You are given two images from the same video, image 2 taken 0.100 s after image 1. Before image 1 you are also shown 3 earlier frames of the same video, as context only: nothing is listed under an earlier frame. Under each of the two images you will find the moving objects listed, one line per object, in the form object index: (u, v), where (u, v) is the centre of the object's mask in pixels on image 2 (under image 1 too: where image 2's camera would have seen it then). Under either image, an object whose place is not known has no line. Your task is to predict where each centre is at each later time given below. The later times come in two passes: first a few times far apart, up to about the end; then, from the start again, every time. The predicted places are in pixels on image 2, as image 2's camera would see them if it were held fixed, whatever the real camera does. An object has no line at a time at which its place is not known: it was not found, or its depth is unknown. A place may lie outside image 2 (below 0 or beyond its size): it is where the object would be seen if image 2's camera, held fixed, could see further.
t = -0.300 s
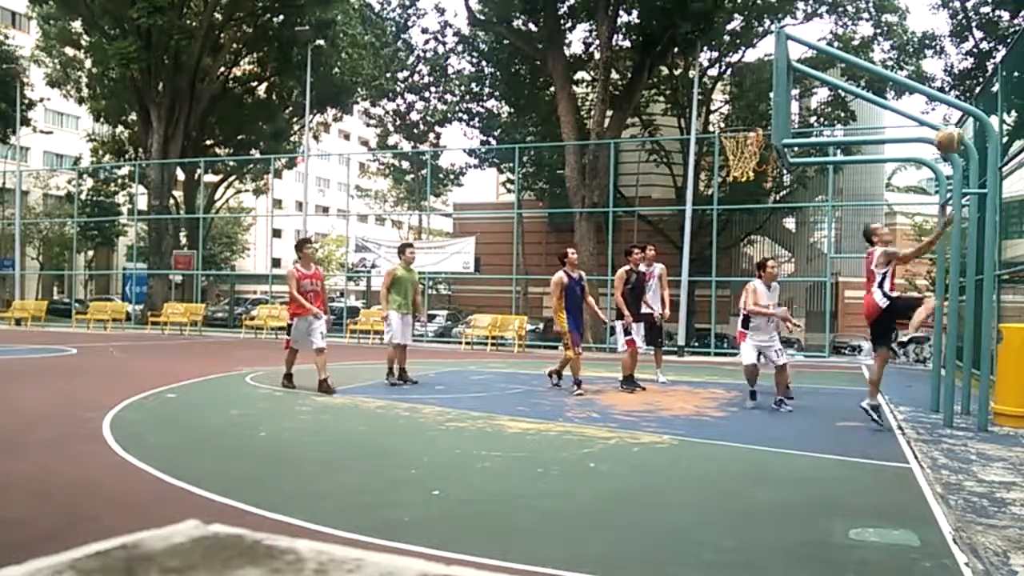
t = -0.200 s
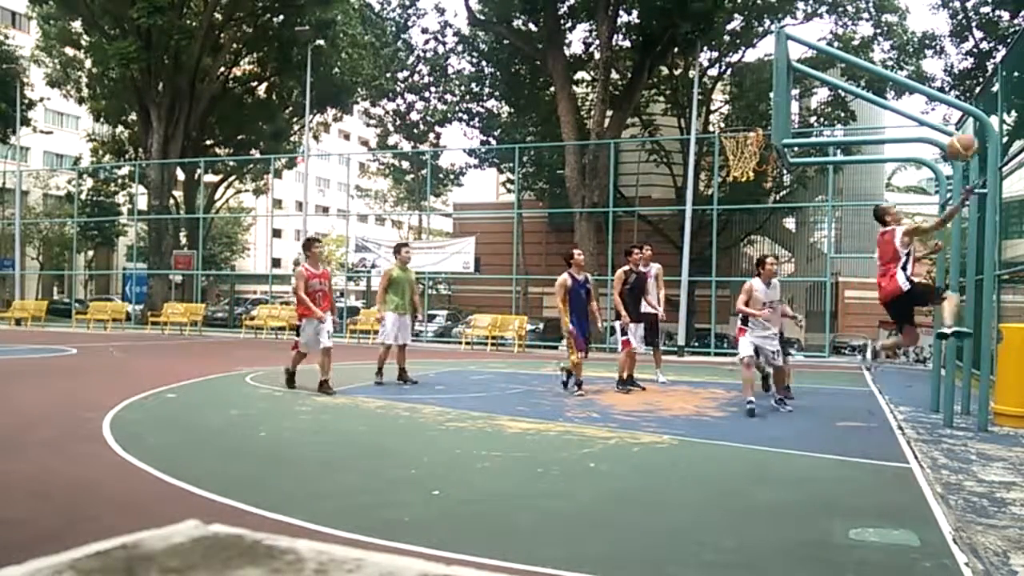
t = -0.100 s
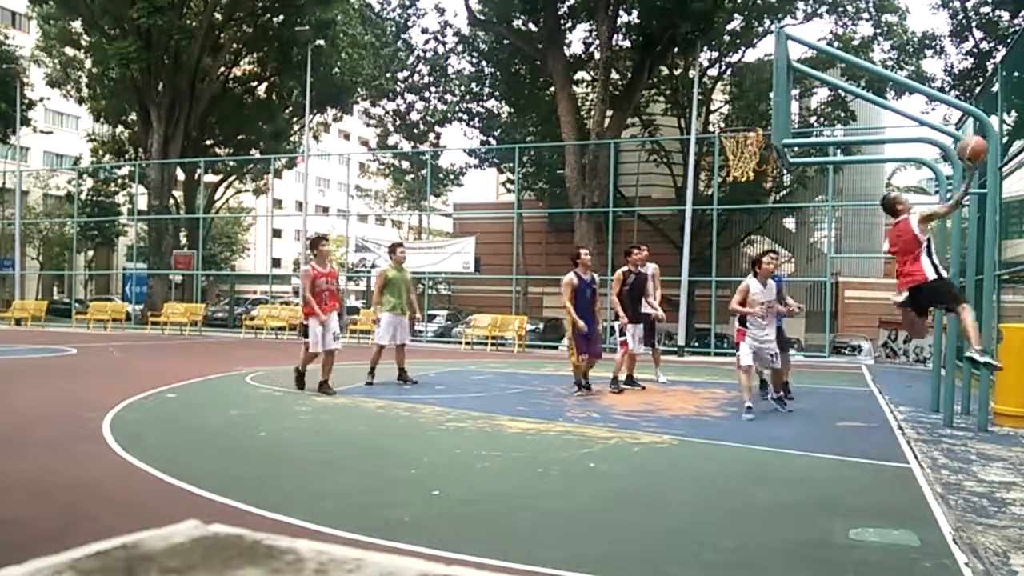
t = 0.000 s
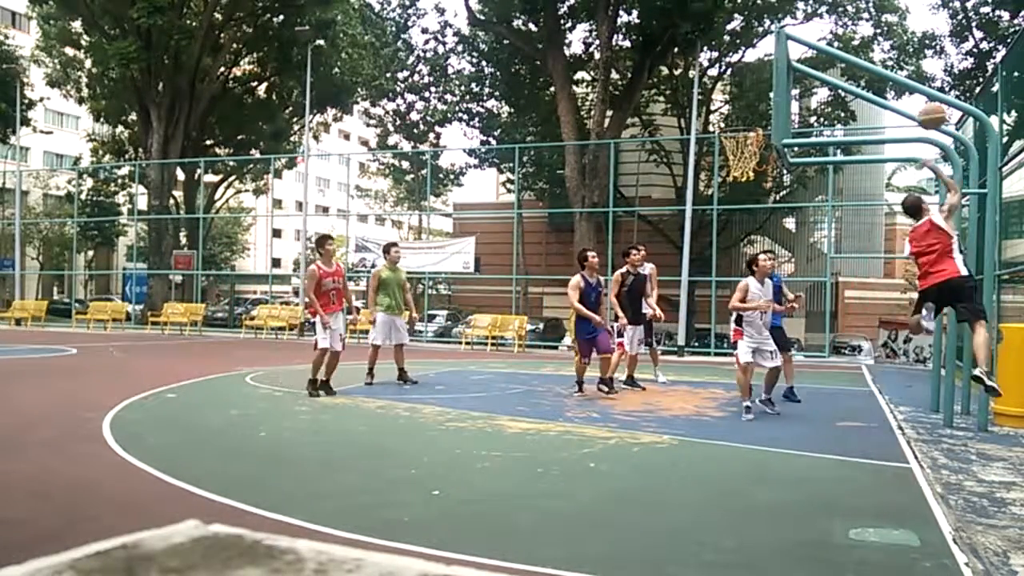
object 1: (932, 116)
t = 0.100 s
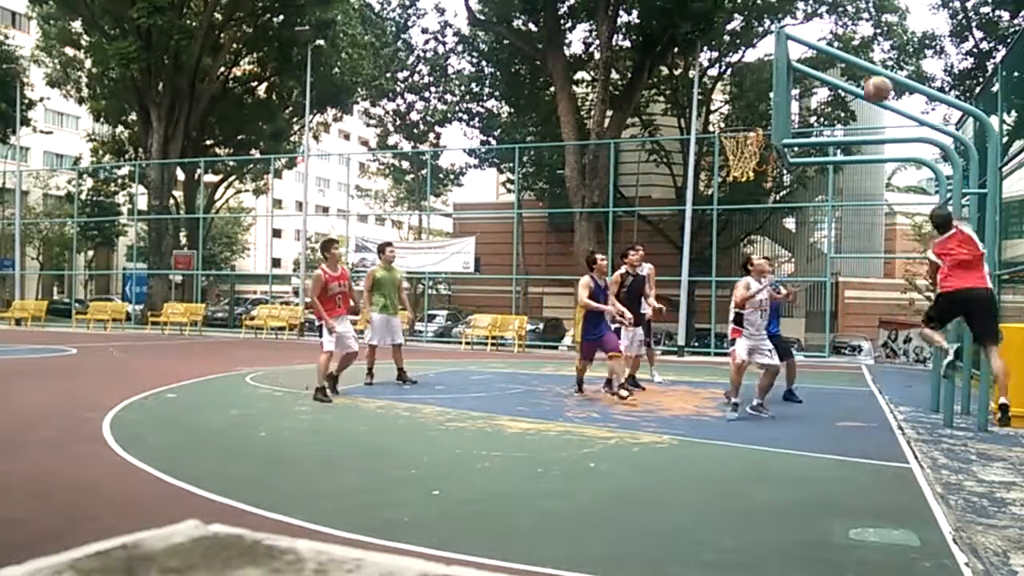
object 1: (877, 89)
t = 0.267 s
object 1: (795, 71)
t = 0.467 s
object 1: (707, 90)
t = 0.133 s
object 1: (860, 83)
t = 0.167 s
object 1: (843, 78)
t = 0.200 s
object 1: (829, 75)
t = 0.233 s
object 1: (810, 72)
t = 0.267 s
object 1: (795, 71)
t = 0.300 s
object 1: (780, 72)
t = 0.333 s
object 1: (764, 72)
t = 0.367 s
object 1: (750, 77)
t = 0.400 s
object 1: (735, 81)
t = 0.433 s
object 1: (722, 84)
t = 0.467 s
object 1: (707, 90)
